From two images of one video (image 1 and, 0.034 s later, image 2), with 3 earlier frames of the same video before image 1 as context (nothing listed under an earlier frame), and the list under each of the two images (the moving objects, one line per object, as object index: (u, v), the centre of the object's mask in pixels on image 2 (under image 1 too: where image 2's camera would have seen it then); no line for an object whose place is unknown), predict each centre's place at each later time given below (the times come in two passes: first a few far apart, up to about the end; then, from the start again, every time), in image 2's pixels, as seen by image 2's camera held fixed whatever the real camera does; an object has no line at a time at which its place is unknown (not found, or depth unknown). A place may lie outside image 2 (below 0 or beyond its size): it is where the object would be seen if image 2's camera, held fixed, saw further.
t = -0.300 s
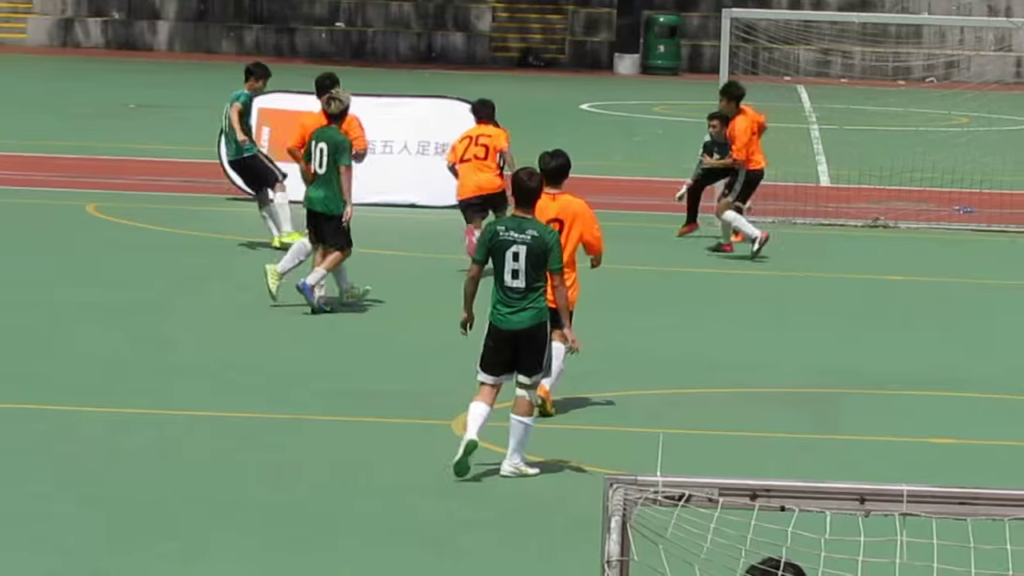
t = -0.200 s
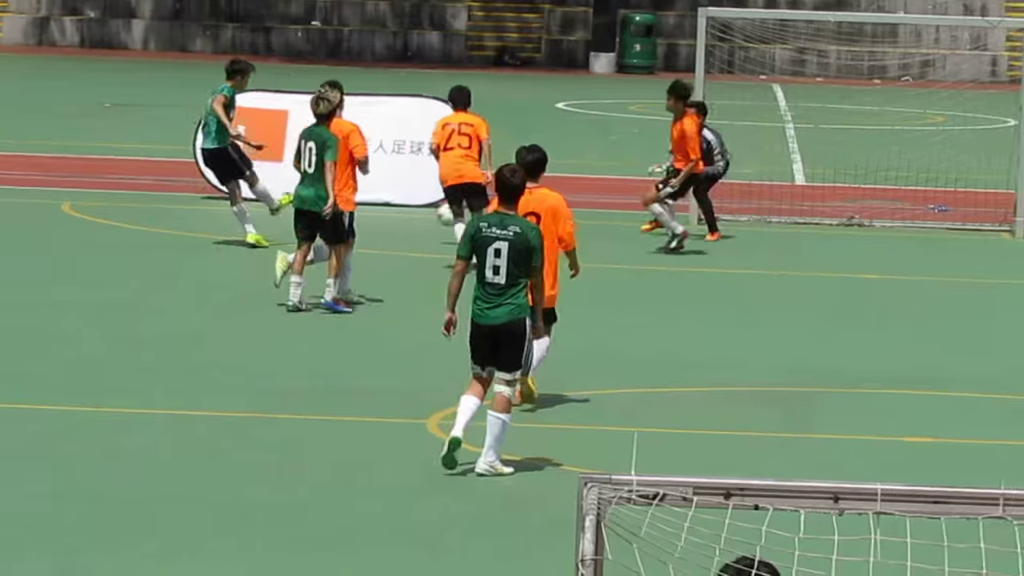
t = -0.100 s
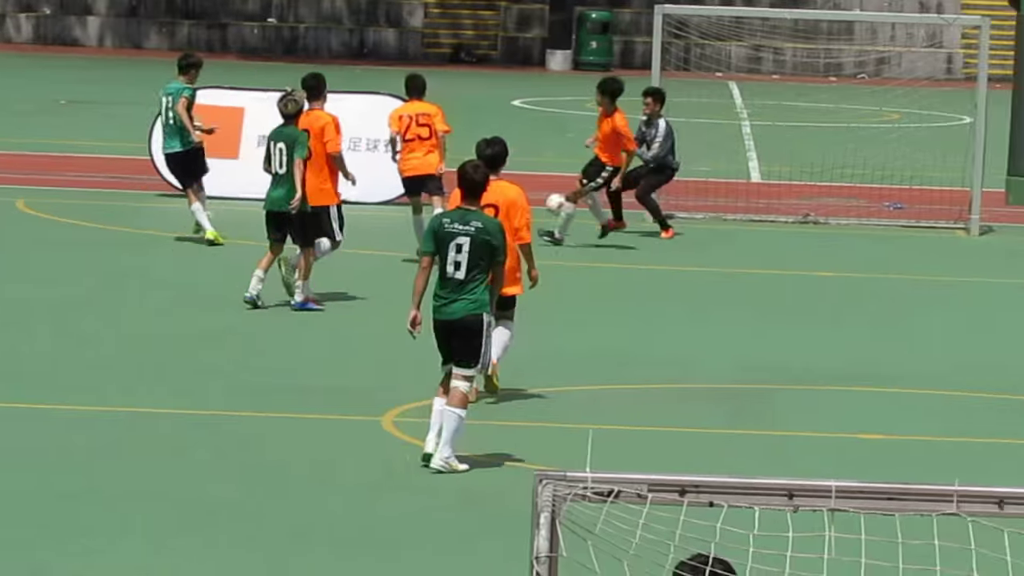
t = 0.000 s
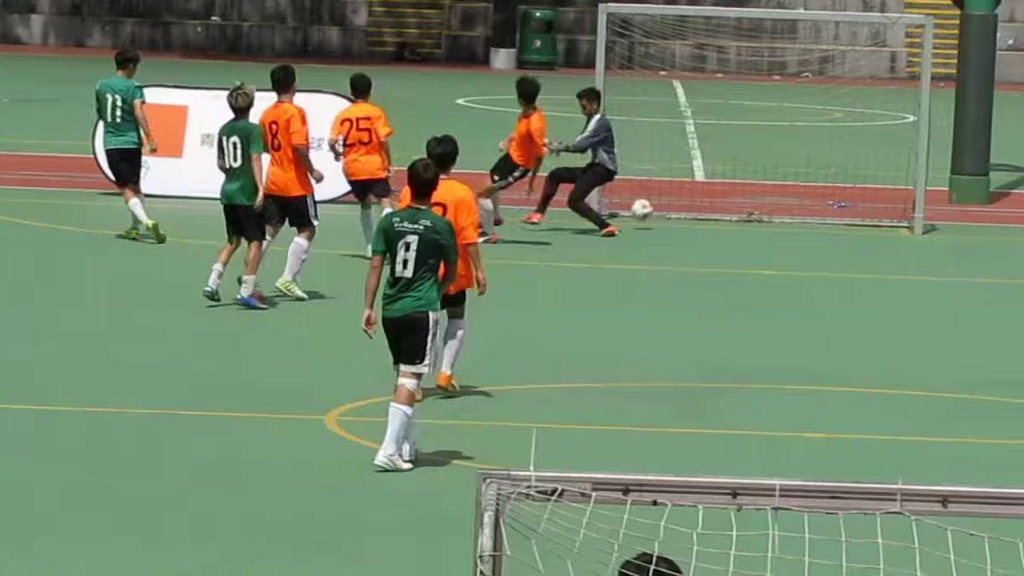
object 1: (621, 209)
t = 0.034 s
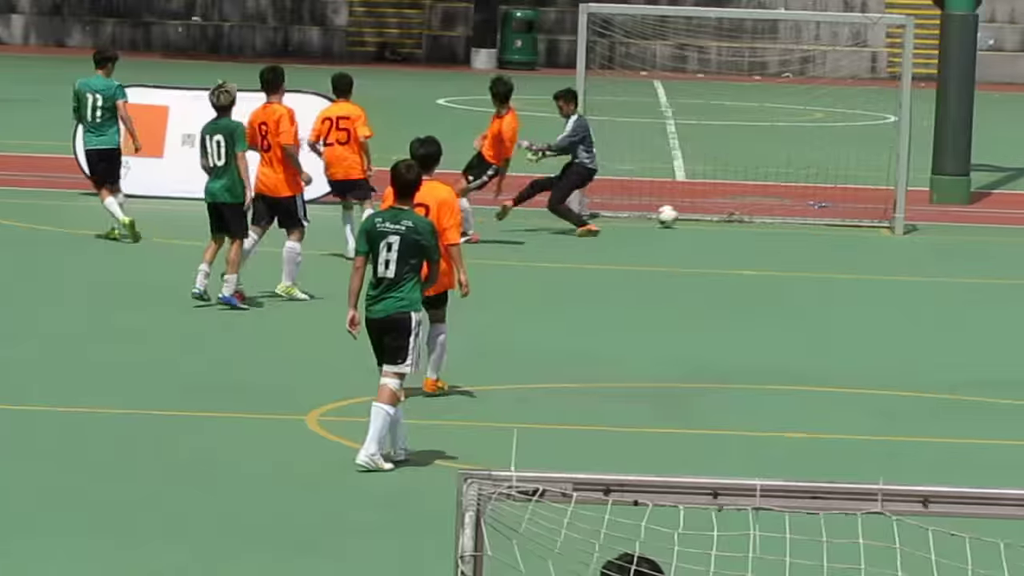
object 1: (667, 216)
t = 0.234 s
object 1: (823, 153)
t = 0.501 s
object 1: (873, 102)
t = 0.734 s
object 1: (818, 145)
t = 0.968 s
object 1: (768, 208)
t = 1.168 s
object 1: (749, 175)
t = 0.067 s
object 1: (705, 213)
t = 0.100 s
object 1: (740, 210)
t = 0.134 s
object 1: (775, 203)
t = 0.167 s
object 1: (797, 190)
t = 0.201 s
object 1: (810, 172)
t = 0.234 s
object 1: (823, 153)
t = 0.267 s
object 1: (839, 140)
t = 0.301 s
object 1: (853, 128)
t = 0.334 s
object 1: (868, 119)
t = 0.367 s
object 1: (884, 111)
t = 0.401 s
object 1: (896, 105)
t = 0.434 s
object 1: (889, 103)
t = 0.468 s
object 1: (880, 101)
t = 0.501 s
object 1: (873, 102)
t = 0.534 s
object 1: (865, 106)
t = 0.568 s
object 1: (857, 109)
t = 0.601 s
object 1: (848, 115)
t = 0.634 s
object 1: (841, 121)
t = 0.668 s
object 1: (832, 128)
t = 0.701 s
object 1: (825, 136)
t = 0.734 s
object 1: (818, 145)
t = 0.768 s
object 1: (810, 156)
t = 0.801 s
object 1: (802, 168)
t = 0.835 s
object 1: (794, 180)
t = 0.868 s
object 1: (785, 195)
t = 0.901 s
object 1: (777, 211)
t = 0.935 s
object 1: (772, 217)
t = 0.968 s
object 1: (768, 208)
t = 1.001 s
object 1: (765, 199)
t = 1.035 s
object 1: (762, 192)
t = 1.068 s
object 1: (759, 186)
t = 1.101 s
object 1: (756, 181)
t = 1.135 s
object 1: (753, 178)
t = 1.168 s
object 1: (749, 175)
